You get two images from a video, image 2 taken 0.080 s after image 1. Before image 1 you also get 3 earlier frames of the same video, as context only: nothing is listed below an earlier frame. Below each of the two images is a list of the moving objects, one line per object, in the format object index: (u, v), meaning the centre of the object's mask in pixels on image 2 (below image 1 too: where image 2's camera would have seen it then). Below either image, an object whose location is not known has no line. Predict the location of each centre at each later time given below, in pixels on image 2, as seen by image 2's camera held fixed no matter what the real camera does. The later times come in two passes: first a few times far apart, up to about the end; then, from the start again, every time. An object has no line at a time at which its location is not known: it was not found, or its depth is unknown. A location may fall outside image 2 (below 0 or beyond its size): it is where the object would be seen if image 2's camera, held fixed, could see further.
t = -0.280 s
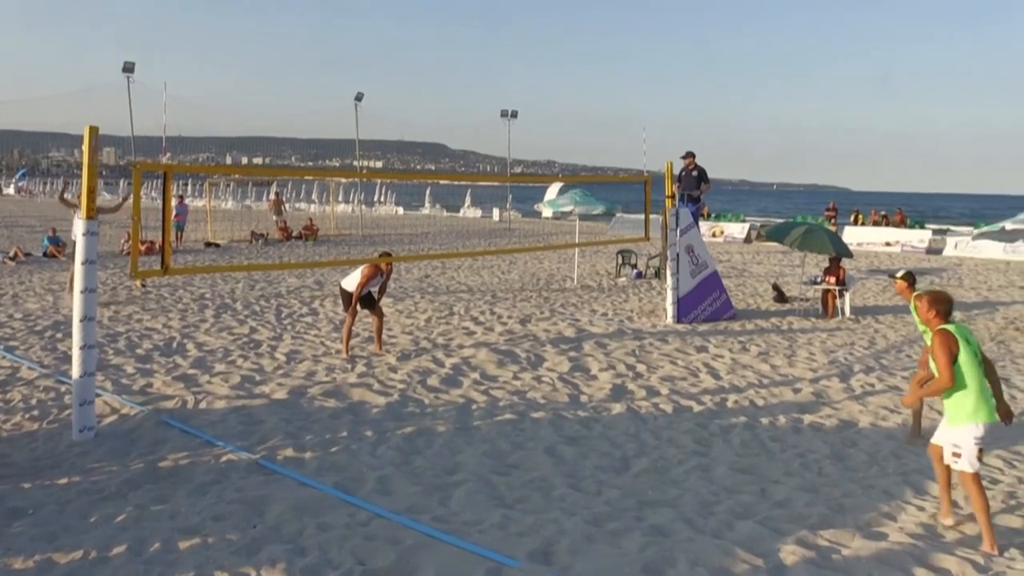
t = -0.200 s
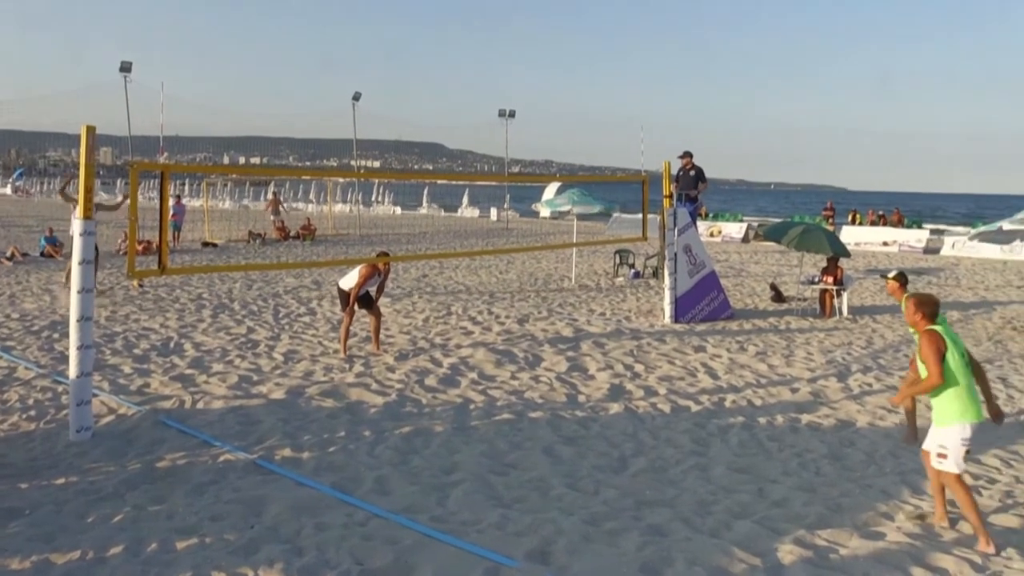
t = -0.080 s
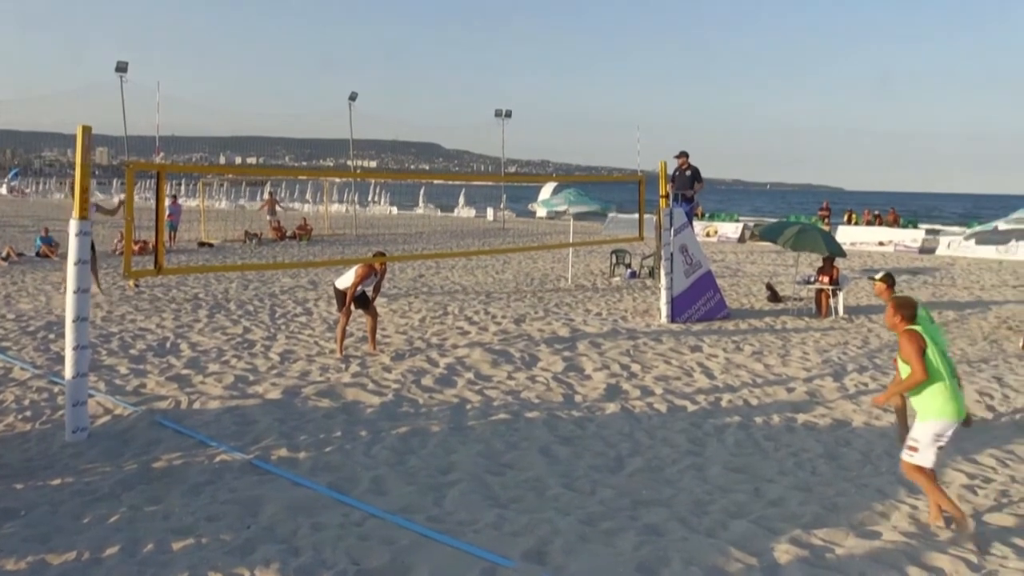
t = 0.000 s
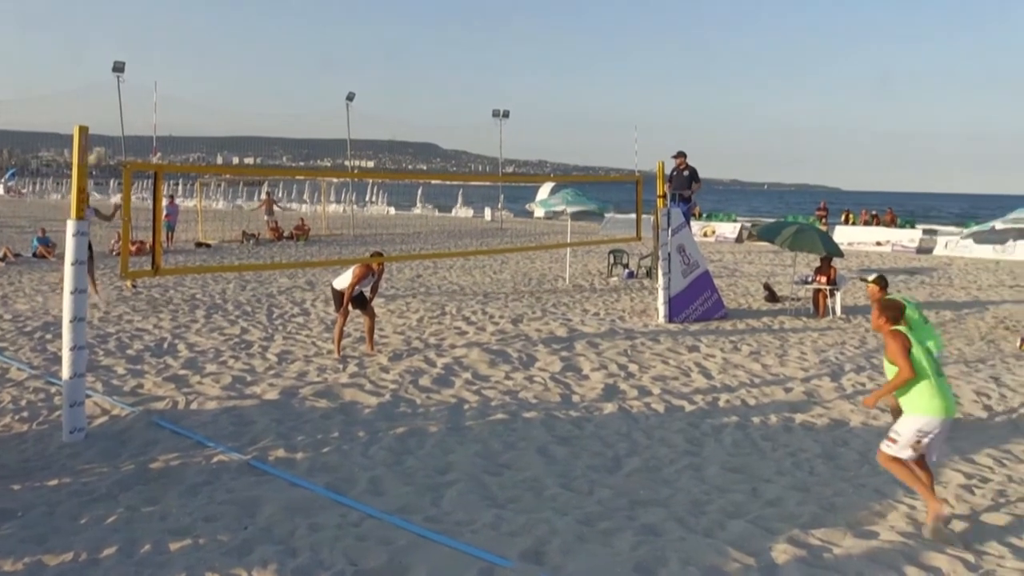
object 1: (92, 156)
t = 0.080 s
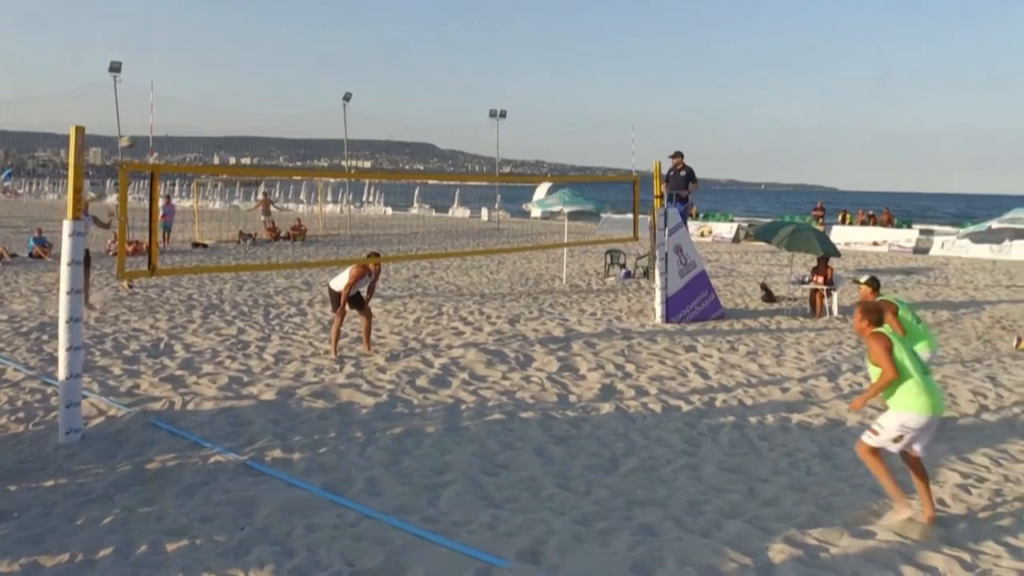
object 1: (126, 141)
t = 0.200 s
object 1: (186, 120)
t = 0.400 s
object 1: (305, 100)
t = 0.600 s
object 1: (452, 108)
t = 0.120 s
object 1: (145, 134)
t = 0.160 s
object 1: (165, 126)
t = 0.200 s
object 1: (186, 120)
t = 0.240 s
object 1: (208, 115)
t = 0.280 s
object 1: (231, 110)
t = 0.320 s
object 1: (255, 106)
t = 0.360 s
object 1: (280, 102)
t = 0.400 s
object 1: (305, 100)
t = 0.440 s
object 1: (331, 99)
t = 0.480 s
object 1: (359, 99)
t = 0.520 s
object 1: (389, 100)
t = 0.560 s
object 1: (419, 103)
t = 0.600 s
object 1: (452, 108)
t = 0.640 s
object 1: (481, 113)
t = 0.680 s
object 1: (516, 122)
